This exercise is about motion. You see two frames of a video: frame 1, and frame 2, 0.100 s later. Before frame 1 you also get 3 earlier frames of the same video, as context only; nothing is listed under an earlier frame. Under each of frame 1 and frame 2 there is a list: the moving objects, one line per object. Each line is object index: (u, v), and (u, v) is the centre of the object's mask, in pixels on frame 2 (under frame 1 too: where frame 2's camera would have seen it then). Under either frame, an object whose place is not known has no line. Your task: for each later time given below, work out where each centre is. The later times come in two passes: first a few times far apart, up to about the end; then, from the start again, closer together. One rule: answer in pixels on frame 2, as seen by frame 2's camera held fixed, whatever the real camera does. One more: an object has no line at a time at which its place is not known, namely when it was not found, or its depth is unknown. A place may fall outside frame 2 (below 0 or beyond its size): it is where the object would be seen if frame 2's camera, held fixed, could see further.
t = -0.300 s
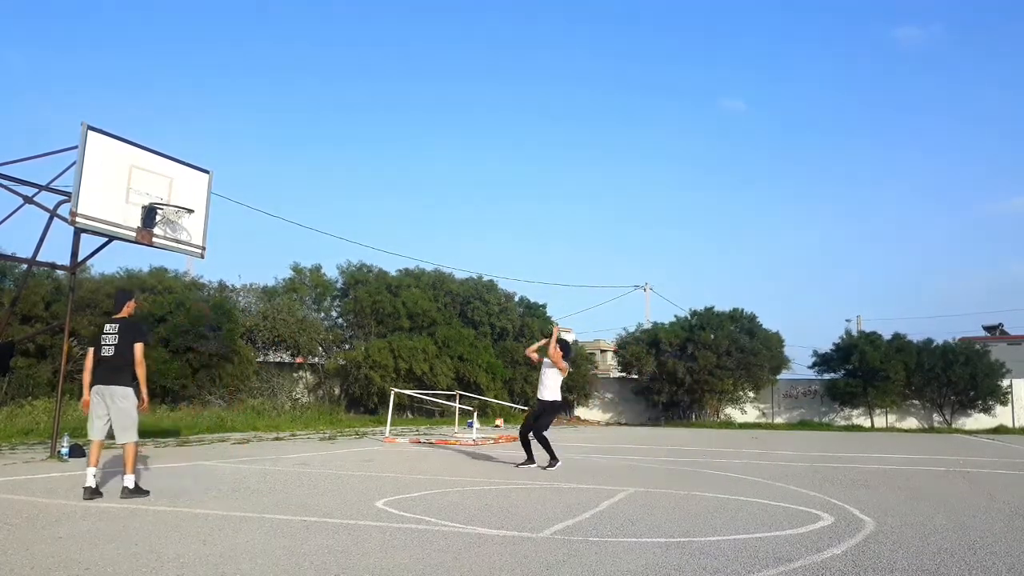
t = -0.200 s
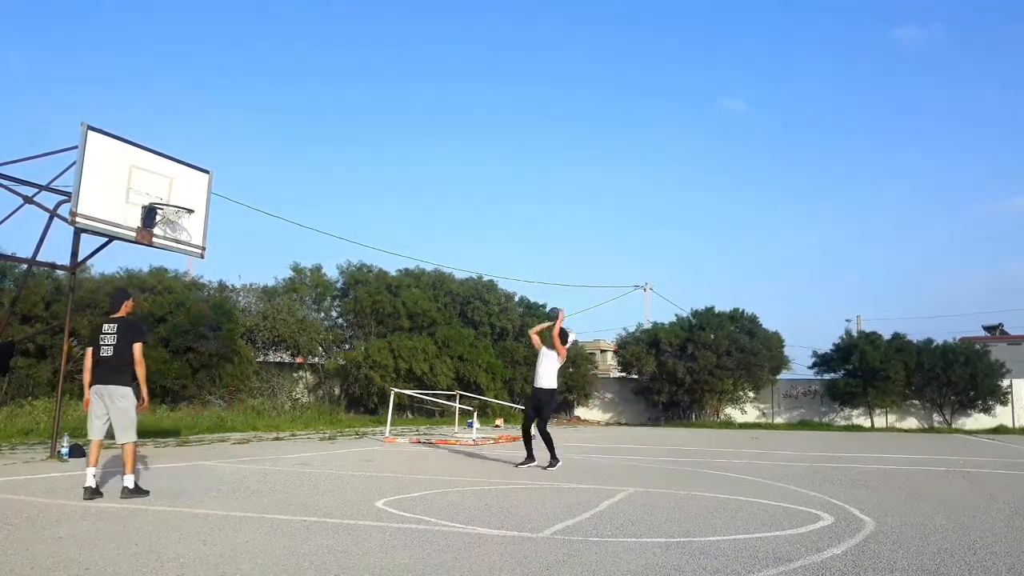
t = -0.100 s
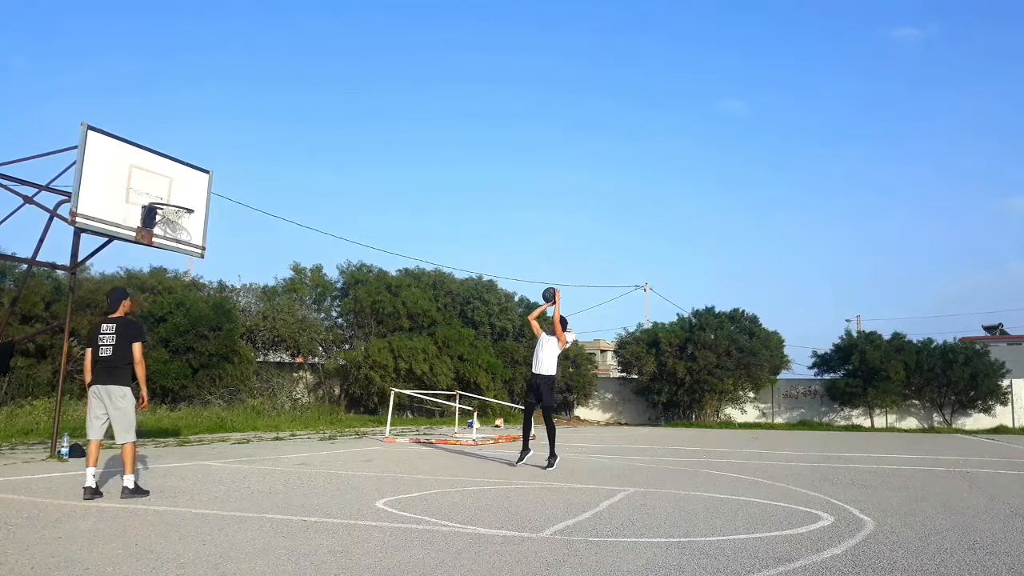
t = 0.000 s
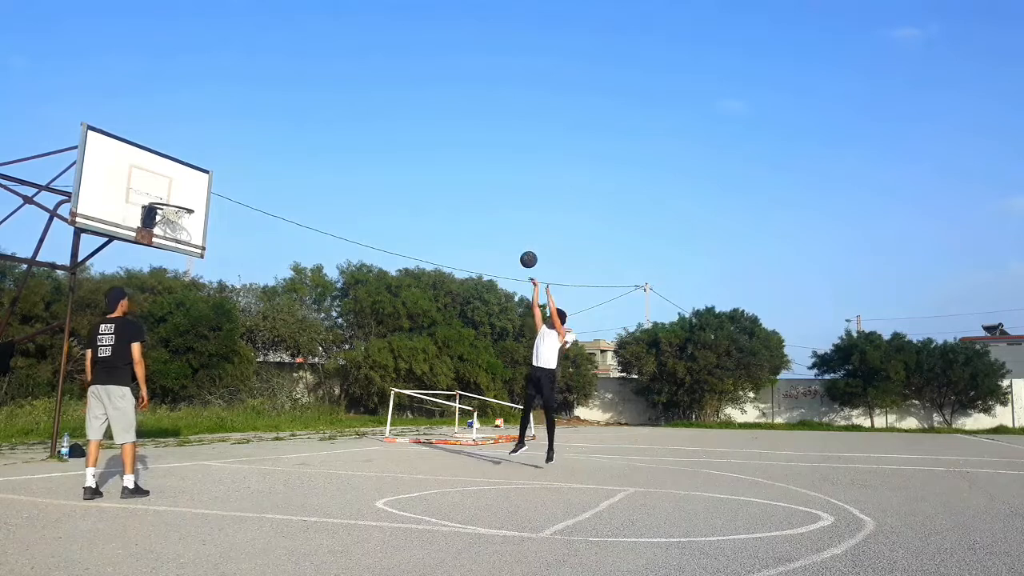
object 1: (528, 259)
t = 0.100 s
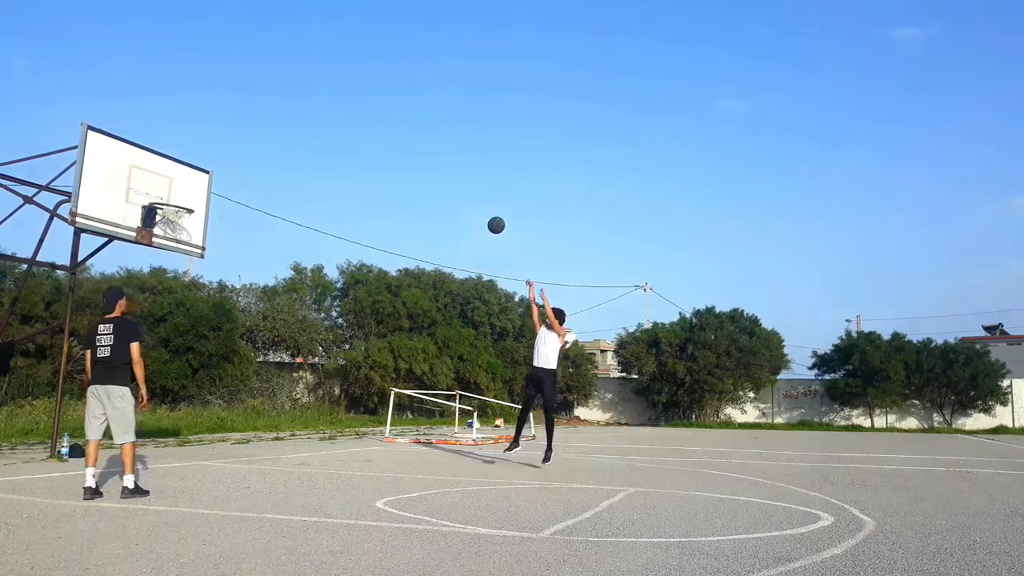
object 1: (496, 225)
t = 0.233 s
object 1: (451, 188)
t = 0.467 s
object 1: (366, 148)
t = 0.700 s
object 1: (271, 148)
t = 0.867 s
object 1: (194, 175)
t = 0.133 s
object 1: (485, 215)
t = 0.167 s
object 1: (474, 205)
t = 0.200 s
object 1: (463, 196)
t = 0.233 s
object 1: (451, 188)
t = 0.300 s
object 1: (428, 173)
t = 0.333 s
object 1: (416, 167)
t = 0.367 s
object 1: (404, 161)
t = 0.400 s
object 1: (391, 156)
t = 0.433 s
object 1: (379, 152)
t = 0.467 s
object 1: (366, 148)
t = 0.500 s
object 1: (353, 146)
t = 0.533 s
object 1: (340, 144)
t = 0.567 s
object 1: (327, 143)
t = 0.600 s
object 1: (313, 143)
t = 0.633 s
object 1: (300, 143)
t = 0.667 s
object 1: (285, 145)
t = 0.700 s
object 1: (271, 148)
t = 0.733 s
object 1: (256, 151)
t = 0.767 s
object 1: (241, 155)
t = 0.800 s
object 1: (226, 161)
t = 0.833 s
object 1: (210, 167)
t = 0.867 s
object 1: (194, 175)
